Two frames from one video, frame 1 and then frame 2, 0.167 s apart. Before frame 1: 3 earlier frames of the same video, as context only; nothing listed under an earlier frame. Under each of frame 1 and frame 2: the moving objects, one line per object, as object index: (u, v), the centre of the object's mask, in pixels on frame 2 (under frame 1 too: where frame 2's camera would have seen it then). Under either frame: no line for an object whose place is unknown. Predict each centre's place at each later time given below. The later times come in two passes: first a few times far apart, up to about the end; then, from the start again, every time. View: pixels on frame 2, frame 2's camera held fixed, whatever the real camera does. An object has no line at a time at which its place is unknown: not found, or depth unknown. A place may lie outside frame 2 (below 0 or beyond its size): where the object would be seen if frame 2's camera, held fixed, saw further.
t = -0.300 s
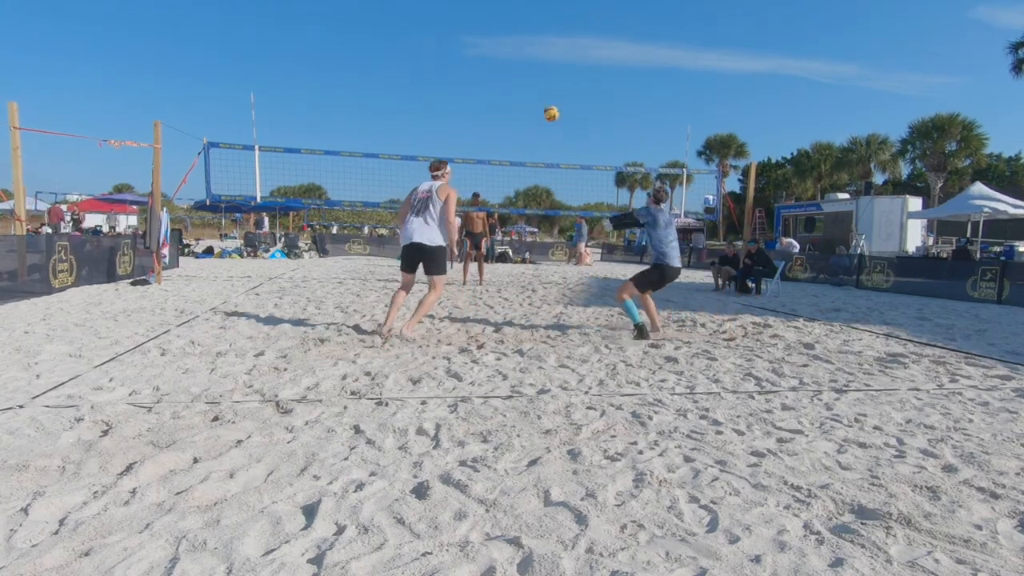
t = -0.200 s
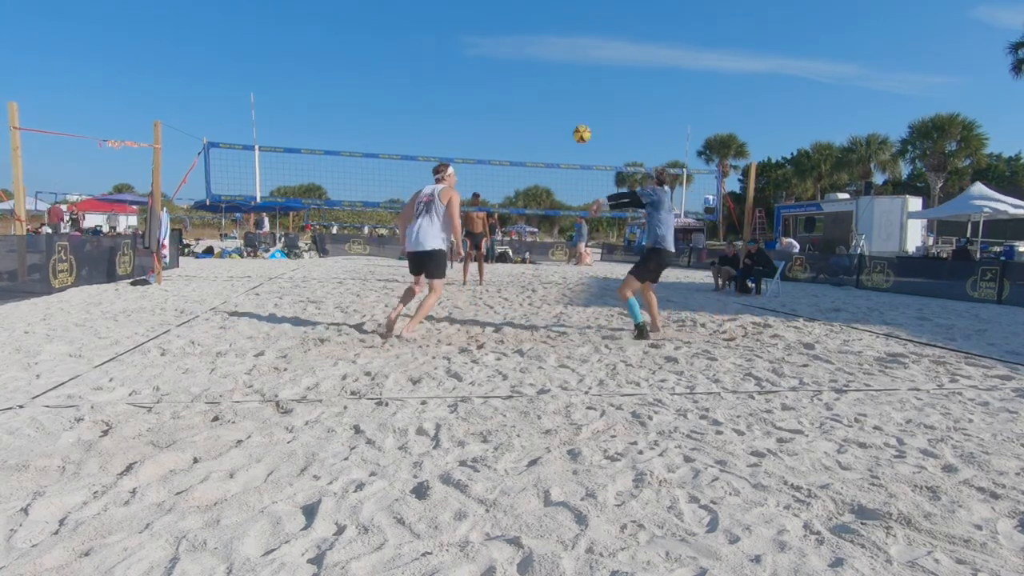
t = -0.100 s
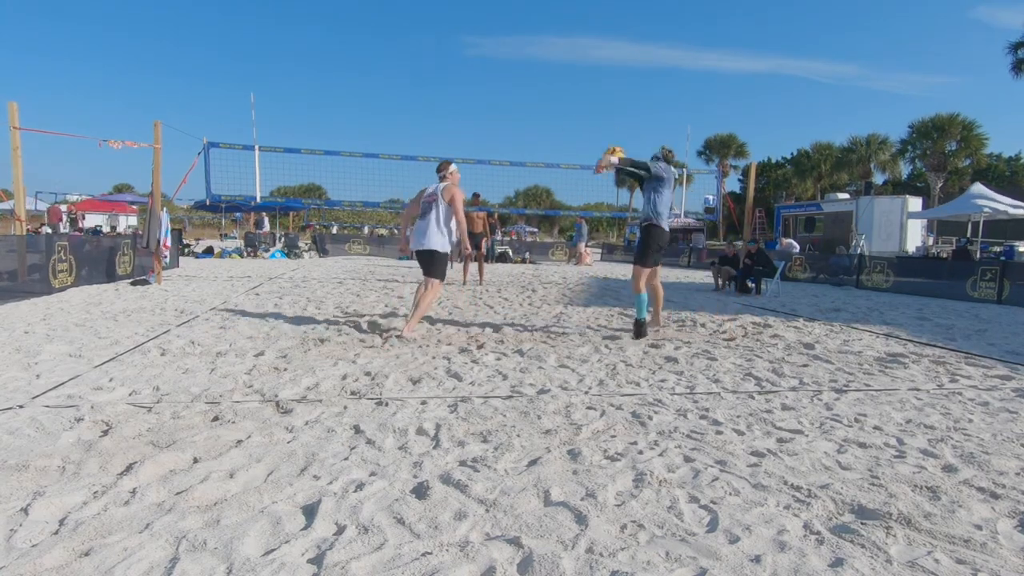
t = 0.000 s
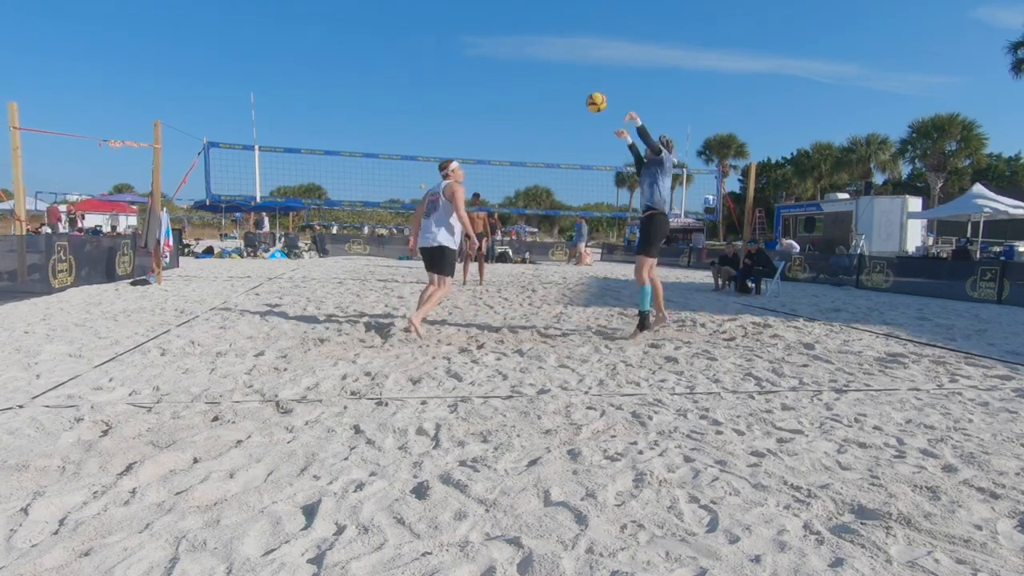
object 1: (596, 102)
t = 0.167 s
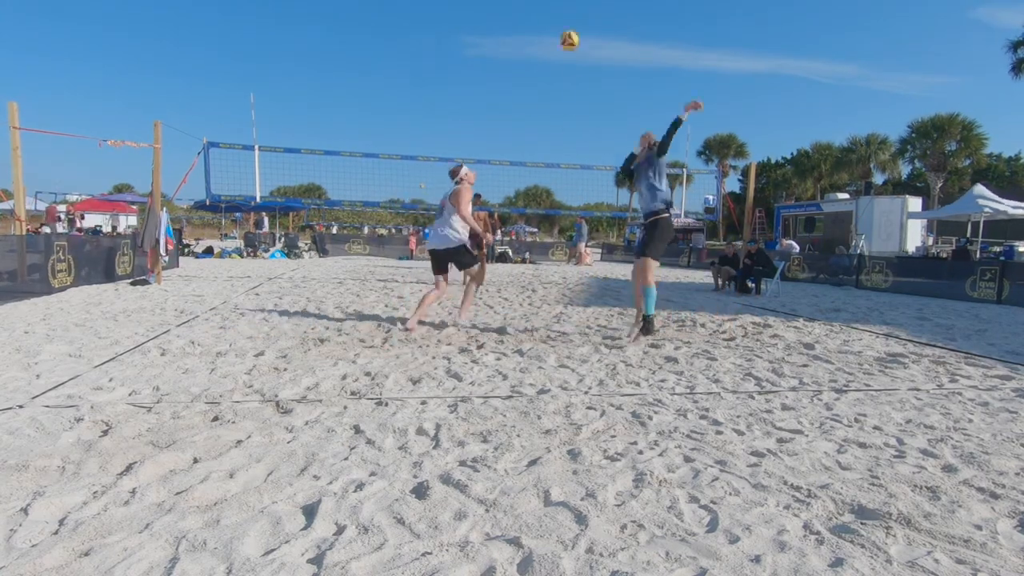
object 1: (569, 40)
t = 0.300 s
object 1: (549, 13)
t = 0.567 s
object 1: (512, 10)
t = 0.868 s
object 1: (477, 71)
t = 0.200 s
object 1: (565, 32)
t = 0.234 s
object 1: (559, 24)
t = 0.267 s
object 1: (554, 19)
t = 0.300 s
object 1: (549, 13)
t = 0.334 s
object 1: (544, 10)
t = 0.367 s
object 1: (539, 8)
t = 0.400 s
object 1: (534, 7)
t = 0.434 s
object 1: (530, 6)
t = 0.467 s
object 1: (525, 7)
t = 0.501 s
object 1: (521, 7)
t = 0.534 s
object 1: (517, 8)
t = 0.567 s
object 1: (512, 10)
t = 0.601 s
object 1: (508, 14)
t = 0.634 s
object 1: (504, 18)
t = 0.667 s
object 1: (500, 24)
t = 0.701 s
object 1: (495, 30)
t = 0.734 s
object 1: (492, 37)
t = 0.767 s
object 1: (488, 44)
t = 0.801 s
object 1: (484, 52)
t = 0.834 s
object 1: (480, 61)
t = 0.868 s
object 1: (477, 71)
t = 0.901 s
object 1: (474, 81)
